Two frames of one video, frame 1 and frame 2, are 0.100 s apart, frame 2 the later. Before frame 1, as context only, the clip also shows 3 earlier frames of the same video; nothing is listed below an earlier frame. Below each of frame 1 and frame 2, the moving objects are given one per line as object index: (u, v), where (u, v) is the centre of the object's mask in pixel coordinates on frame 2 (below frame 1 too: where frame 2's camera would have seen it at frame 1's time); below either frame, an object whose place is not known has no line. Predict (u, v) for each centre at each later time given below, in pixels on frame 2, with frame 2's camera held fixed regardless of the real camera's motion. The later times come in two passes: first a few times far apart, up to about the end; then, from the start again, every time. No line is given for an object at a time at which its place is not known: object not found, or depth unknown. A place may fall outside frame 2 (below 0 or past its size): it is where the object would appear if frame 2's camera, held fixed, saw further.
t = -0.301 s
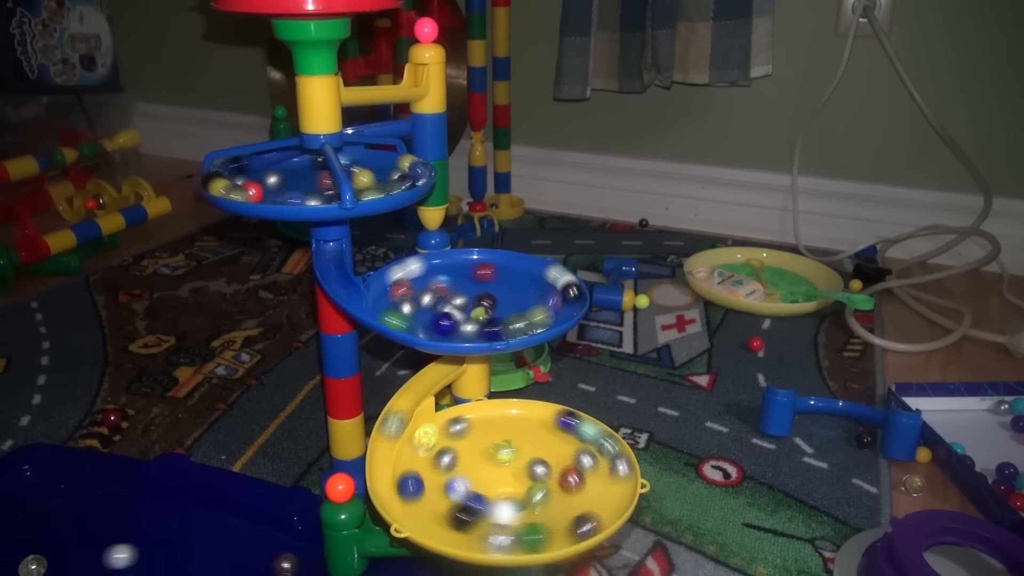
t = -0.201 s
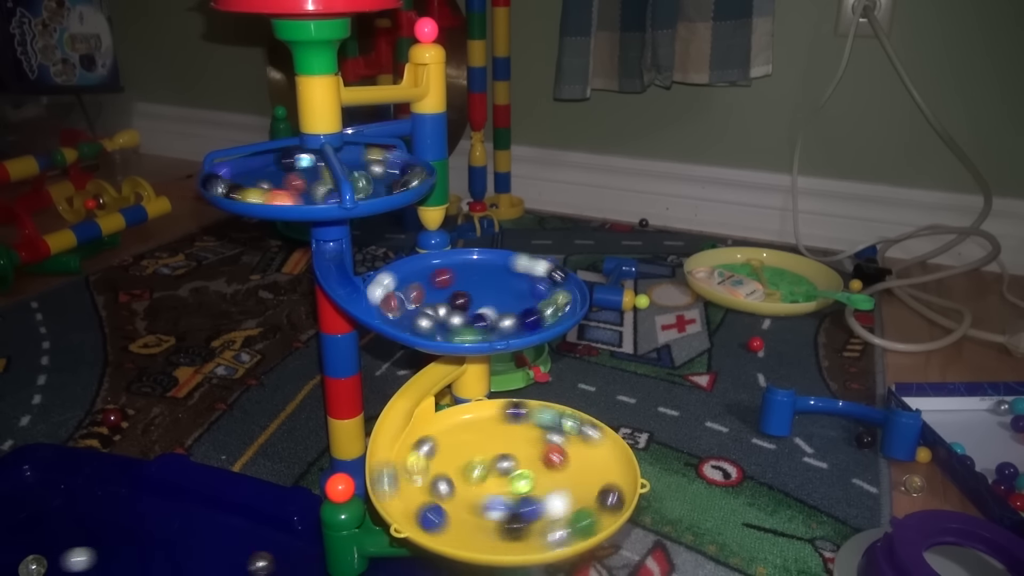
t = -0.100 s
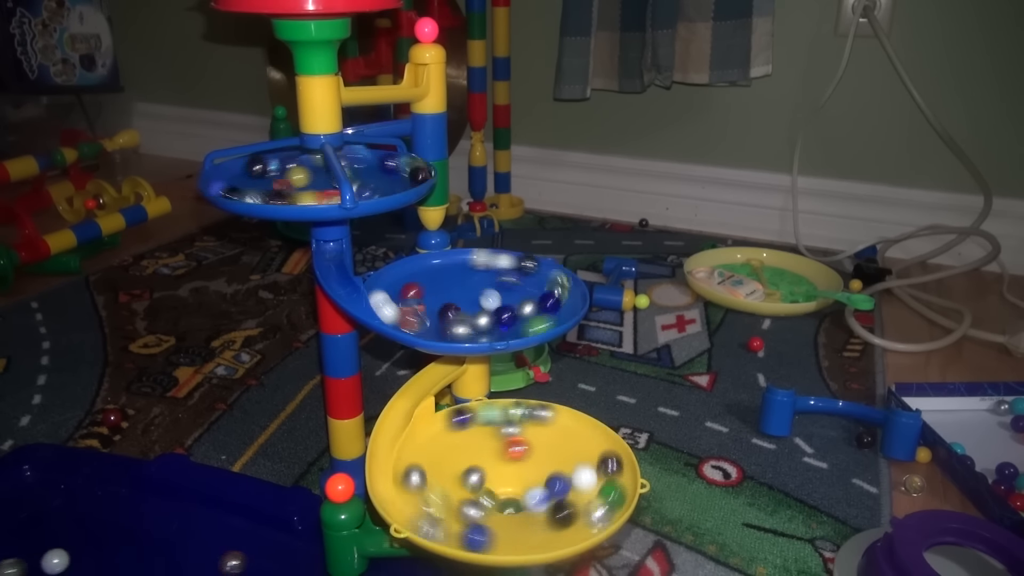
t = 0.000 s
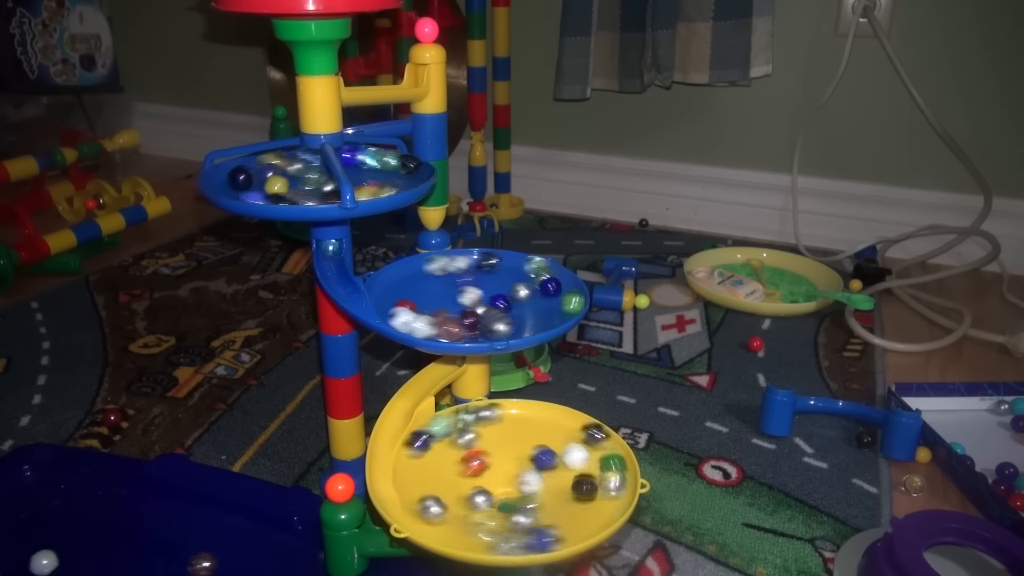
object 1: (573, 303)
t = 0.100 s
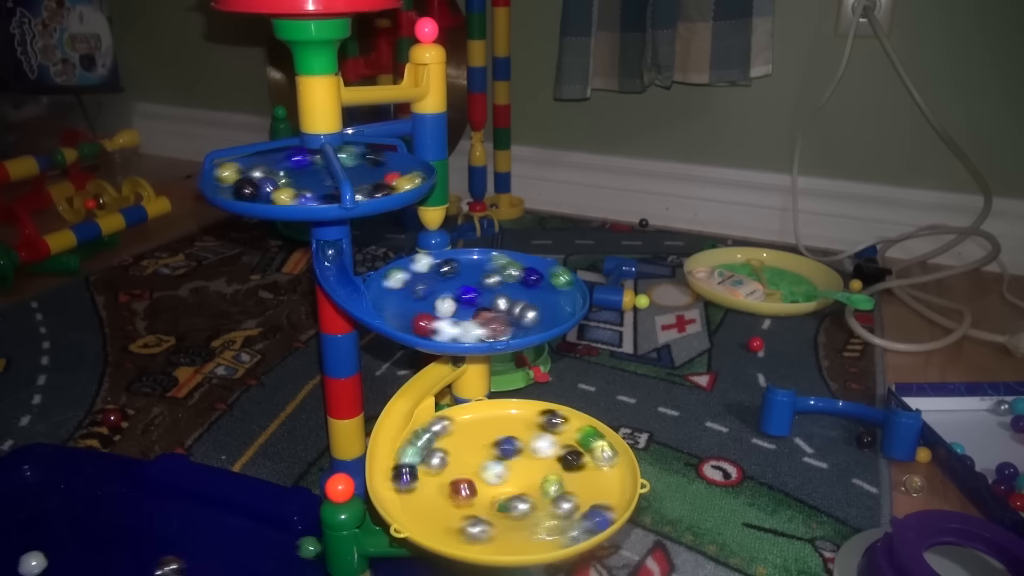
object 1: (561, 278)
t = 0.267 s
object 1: (485, 257)
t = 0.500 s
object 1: (382, 285)
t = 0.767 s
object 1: (462, 333)
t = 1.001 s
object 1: (569, 308)
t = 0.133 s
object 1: (550, 271)
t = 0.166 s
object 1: (536, 266)
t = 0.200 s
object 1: (520, 262)
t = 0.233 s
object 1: (503, 259)
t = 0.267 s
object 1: (485, 257)
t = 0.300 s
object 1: (468, 258)
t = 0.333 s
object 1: (449, 259)
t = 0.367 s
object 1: (431, 261)
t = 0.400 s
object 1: (415, 265)
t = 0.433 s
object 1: (402, 271)
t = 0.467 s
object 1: (391, 277)
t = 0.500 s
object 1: (382, 285)
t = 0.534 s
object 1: (378, 293)
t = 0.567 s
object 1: (379, 300)
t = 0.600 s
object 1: (384, 308)
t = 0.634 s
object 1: (392, 316)
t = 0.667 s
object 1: (405, 322)
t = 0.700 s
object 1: (422, 327)
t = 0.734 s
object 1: (441, 331)
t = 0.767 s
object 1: (462, 333)
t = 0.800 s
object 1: (484, 333)
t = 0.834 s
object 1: (506, 331)
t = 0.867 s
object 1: (527, 328)
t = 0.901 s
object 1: (542, 324)
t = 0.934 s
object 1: (554, 319)
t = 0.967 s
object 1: (563, 313)
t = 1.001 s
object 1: (569, 308)
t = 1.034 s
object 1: (573, 302)
